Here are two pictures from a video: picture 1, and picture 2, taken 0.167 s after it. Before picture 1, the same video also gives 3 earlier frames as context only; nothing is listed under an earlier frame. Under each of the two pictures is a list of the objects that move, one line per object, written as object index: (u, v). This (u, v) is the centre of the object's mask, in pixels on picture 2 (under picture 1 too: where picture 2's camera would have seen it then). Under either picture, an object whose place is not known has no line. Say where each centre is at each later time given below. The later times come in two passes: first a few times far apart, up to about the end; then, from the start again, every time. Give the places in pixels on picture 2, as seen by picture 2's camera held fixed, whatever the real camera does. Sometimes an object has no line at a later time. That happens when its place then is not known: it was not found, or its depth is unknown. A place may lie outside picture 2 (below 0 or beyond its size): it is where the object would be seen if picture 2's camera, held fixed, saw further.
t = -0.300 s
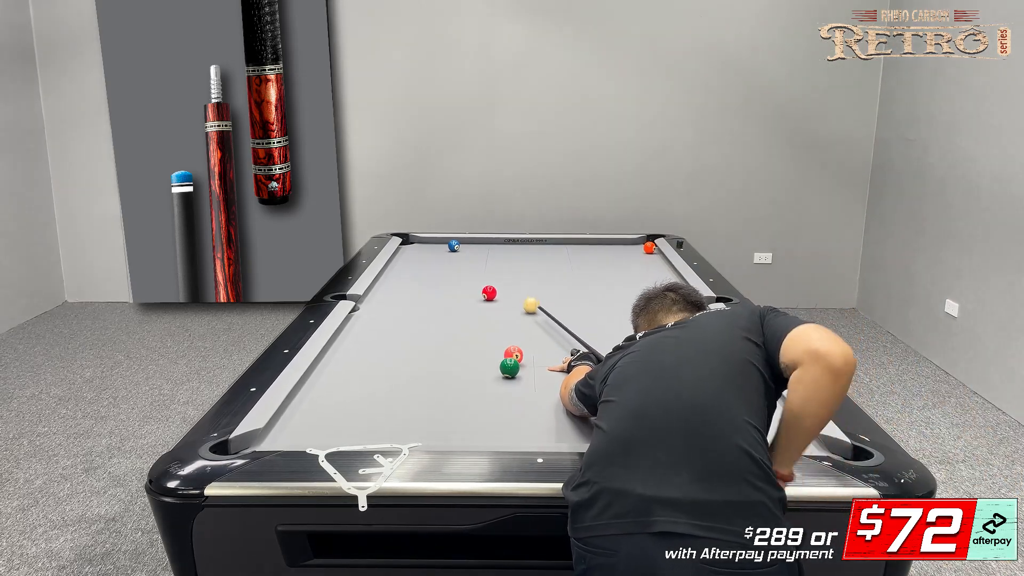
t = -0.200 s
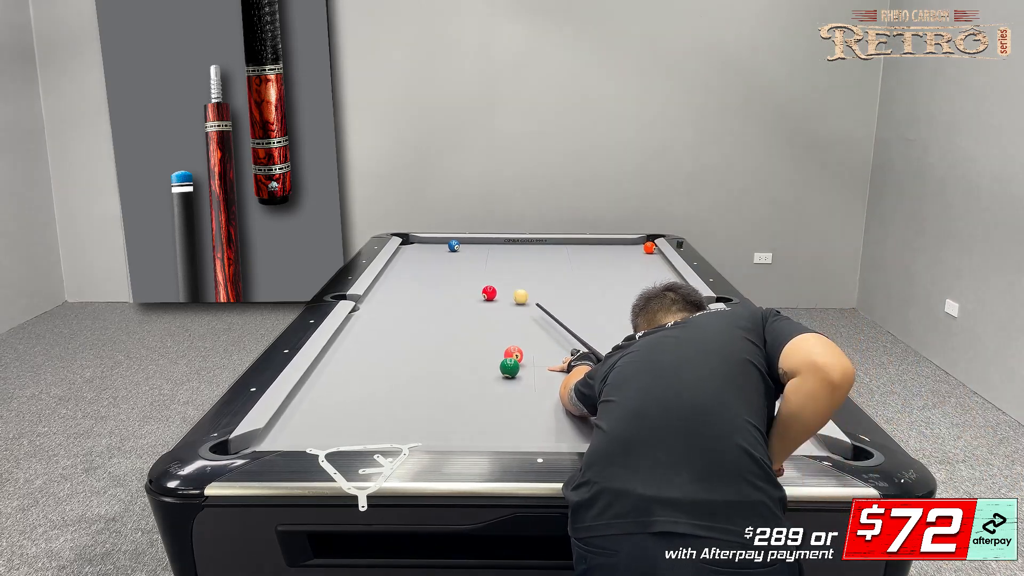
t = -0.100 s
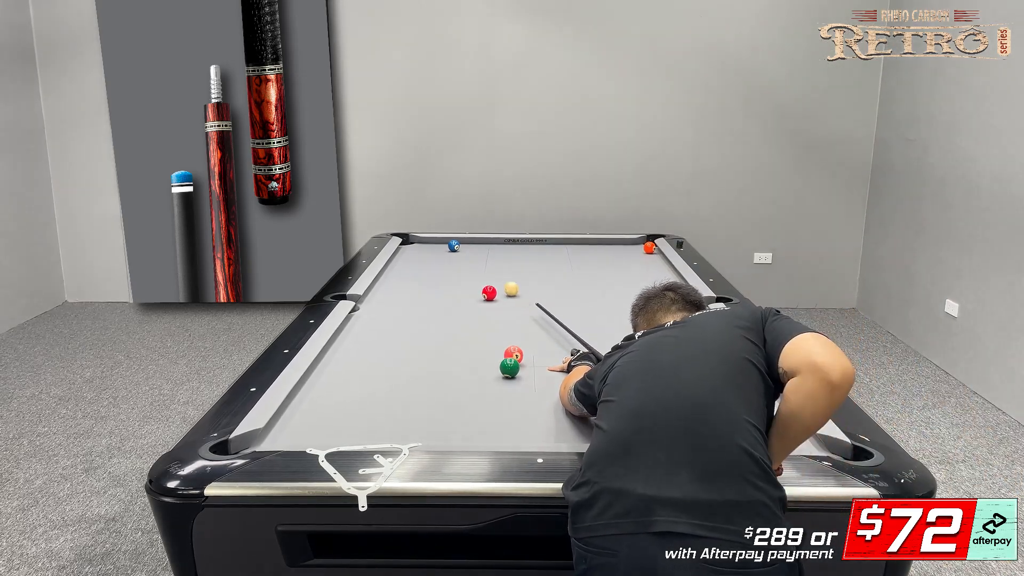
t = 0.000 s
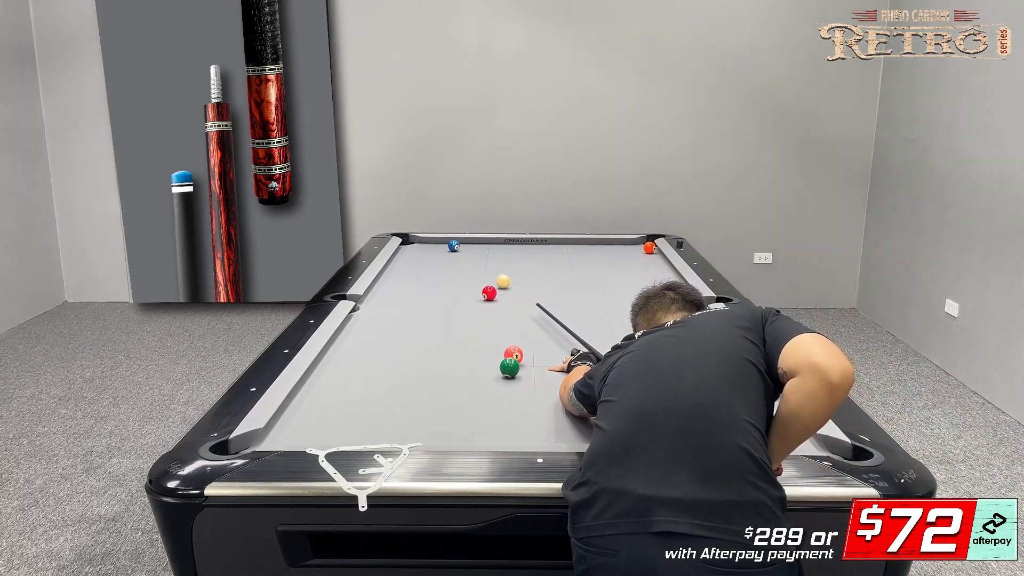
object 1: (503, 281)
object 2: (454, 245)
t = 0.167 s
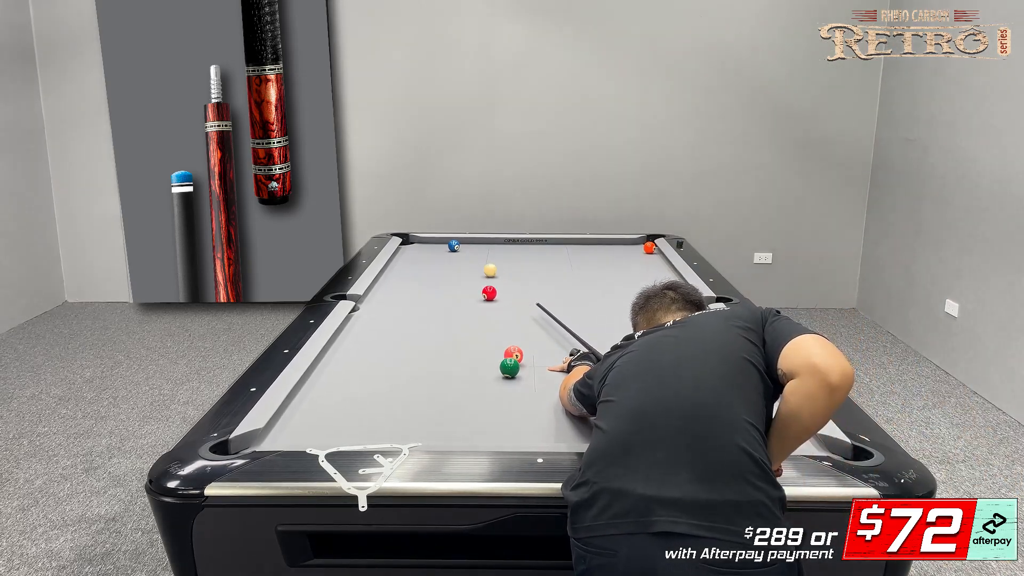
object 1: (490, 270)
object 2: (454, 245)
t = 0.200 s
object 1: (488, 268)
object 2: (454, 246)
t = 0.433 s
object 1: (473, 255)
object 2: (454, 246)
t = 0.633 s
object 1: (466, 246)
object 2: (450, 245)
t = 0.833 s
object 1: (478, 240)
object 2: (430, 243)
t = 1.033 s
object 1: (485, 243)
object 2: (413, 240)
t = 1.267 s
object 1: (492, 246)
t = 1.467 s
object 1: (499, 249)
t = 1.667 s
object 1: (505, 252)
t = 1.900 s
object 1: (513, 255)
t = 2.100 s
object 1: (519, 258)
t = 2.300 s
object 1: (528, 262)
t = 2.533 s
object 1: (542, 268)
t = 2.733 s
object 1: (554, 273)
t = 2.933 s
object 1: (563, 277)
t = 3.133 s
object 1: (571, 281)
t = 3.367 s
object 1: (577, 283)
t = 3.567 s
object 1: (581, 285)
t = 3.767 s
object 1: (582, 285)
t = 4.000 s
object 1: (581, 285)
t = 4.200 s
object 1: (582, 285)
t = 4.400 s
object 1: (582, 285)
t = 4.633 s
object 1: (582, 285)
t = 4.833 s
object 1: (582, 285)
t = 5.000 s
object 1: (582, 285)
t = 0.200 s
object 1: (488, 268)
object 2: (454, 246)
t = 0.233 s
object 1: (486, 266)
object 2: (454, 246)
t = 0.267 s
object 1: (483, 264)
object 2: (454, 246)
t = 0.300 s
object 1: (481, 262)
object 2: (454, 246)
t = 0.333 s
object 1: (479, 260)
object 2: (454, 246)
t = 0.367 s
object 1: (477, 259)
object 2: (454, 246)
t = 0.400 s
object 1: (475, 257)
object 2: (454, 246)
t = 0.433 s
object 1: (473, 255)
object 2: (454, 246)
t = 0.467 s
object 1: (471, 254)
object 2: (454, 246)
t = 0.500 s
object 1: (469, 252)
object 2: (454, 246)
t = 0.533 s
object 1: (467, 250)
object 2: (454, 246)
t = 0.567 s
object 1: (466, 249)
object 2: (454, 246)
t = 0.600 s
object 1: (464, 247)
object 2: (453, 246)
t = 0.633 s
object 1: (466, 246)
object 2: (450, 245)
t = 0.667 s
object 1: (468, 245)
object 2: (446, 245)
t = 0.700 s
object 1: (471, 244)
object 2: (442, 244)
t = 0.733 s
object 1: (472, 243)
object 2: (439, 244)
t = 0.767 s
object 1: (474, 242)
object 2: (436, 243)
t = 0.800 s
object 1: (476, 241)
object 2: (433, 243)
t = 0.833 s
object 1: (478, 240)
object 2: (430, 243)
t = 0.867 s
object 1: (479, 240)
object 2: (427, 242)
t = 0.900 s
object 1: (480, 241)
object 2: (424, 242)
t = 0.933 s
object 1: (481, 241)
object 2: (421, 242)
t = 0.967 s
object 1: (482, 242)
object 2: (418, 241)
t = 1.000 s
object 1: (484, 242)
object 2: (415, 240)
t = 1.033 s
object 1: (485, 243)
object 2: (413, 240)
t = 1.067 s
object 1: (486, 243)
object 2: (410, 240)
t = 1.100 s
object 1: (487, 244)
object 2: (407, 239)
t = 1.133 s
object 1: (488, 244)
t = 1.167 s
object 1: (489, 245)
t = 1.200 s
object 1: (490, 245)
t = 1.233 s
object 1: (491, 246)
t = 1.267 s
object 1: (492, 246)
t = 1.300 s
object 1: (493, 247)
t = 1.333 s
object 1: (495, 247)
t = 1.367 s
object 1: (496, 248)
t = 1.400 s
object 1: (497, 248)
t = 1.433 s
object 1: (498, 249)
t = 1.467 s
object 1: (499, 249)
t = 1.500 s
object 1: (500, 250)
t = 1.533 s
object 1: (501, 250)
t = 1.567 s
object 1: (502, 251)
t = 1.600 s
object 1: (503, 251)
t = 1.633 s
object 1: (504, 252)
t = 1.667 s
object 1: (505, 252)
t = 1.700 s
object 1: (506, 252)
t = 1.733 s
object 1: (507, 253)
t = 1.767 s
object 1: (508, 253)
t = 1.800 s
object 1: (509, 254)
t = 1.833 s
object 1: (511, 254)
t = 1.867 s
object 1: (512, 255)
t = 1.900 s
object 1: (513, 255)
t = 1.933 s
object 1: (514, 256)
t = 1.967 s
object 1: (515, 256)
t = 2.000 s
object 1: (516, 256)
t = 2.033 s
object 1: (517, 257)
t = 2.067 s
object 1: (518, 257)
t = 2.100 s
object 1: (519, 258)
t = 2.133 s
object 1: (520, 258)
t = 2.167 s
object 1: (521, 259)
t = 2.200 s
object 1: (522, 259)
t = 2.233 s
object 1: (524, 260)
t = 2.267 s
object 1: (526, 261)
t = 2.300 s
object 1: (528, 262)
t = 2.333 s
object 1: (531, 263)
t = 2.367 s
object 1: (533, 264)
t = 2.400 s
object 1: (534, 265)
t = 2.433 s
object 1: (537, 266)
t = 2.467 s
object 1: (539, 267)
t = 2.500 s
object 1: (541, 268)
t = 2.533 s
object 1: (542, 268)
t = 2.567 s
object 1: (545, 269)
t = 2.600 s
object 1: (547, 270)
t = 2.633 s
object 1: (548, 271)
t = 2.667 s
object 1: (550, 271)
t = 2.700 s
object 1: (552, 273)
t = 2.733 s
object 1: (554, 273)
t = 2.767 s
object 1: (555, 274)
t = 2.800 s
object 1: (557, 275)
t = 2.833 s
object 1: (559, 275)
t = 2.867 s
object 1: (560, 276)
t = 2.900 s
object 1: (561, 277)
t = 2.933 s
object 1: (563, 277)
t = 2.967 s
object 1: (564, 278)
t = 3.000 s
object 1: (566, 278)
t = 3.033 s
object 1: (567, 279)
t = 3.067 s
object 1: (569, 280)
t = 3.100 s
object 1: (570, 280)
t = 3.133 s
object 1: (571, 281)
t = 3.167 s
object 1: (572, 281)
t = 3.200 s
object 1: (573, 281)
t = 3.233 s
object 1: (574, 282)
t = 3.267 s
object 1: (575, 282)
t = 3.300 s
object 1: (576, 283)
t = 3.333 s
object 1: (577, 283)
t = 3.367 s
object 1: (577, 283)
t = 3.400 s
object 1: (578, 284)
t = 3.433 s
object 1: (579, 284)
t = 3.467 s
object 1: (579, 284)
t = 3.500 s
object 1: (580, 284)
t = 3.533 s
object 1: (580, 285)
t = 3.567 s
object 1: (581, 285)
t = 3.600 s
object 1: (581, 285)
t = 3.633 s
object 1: (581, 285)
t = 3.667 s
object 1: (581, 285)
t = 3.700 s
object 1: (581, 285)
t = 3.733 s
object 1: (582, 285)
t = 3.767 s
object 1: (582, 285)
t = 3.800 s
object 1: (582, 285)
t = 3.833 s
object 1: (581, 285)
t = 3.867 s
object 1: (581, 285)
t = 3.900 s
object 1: (581, 285)
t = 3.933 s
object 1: (581, 285)
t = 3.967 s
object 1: (581, 285)
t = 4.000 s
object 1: (581, 285)
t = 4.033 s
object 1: (581, 285)
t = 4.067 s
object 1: (581, 285)
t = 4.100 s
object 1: (581, 285)
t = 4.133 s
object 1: (581, 285)
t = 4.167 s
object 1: (581, 285)
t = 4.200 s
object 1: (582, 285)
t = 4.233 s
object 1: (582, 285)
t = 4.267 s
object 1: (582, 285)
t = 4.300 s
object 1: (582, 285)
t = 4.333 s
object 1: (582, 285)
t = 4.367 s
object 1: (582, 285)
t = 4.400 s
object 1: (582, 285)
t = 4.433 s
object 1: (582, 285)
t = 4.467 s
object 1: (582, 285)
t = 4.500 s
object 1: (582, 285)
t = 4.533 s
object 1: (582, 285)
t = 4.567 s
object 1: (582, 285)
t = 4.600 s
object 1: (582, 285)
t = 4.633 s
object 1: (582, 285)
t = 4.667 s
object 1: (582, 285)
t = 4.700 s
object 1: (582, 285)
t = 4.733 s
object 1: (582, 285)
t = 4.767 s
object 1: (582, 285)
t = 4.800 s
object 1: (582, 285)
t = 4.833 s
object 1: (582, 285)
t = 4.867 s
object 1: (582, 285)
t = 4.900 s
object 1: (582, 285)
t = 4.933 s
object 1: (582, 285)
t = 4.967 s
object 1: (582, 285)
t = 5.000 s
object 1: (582, 285)
